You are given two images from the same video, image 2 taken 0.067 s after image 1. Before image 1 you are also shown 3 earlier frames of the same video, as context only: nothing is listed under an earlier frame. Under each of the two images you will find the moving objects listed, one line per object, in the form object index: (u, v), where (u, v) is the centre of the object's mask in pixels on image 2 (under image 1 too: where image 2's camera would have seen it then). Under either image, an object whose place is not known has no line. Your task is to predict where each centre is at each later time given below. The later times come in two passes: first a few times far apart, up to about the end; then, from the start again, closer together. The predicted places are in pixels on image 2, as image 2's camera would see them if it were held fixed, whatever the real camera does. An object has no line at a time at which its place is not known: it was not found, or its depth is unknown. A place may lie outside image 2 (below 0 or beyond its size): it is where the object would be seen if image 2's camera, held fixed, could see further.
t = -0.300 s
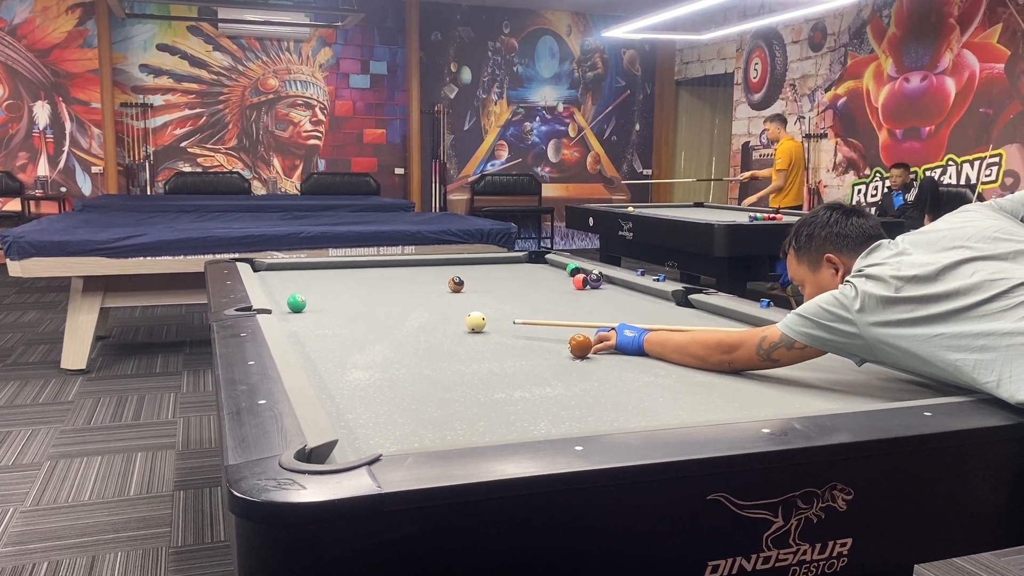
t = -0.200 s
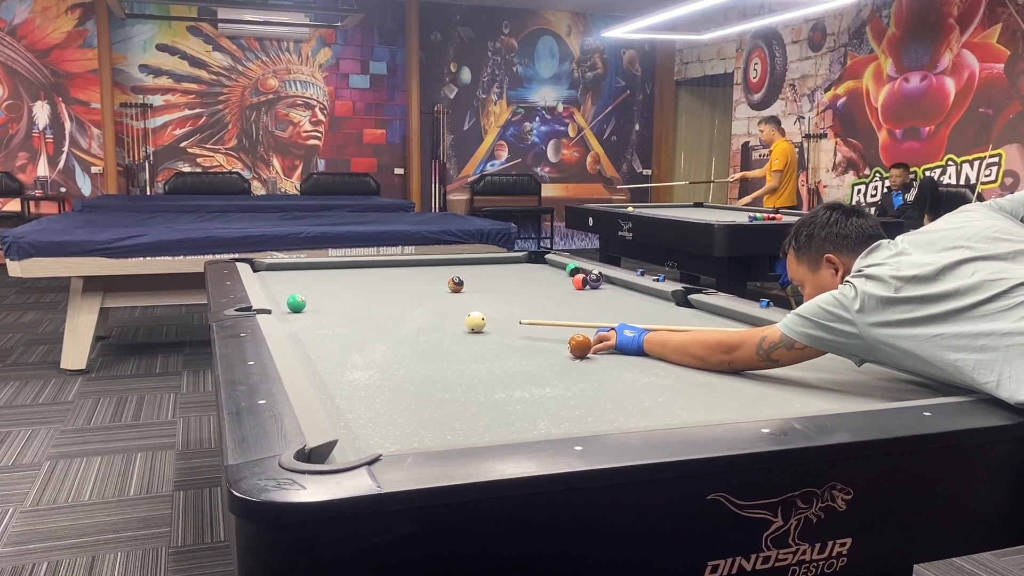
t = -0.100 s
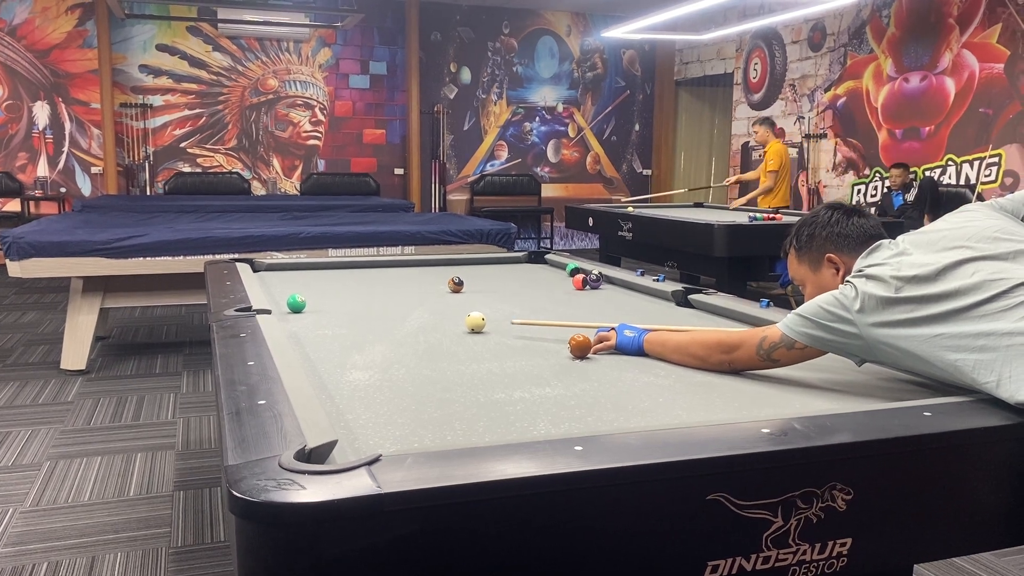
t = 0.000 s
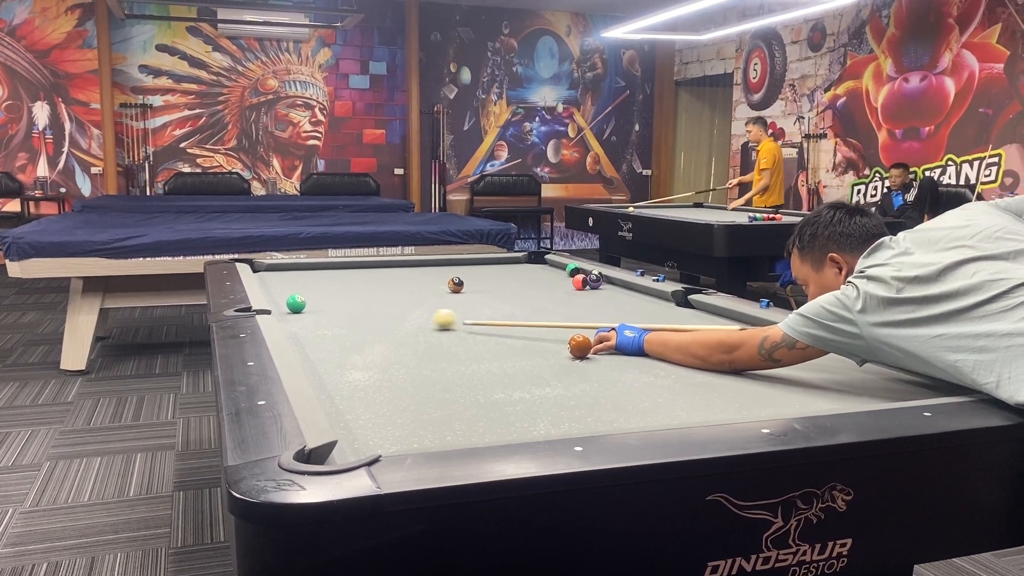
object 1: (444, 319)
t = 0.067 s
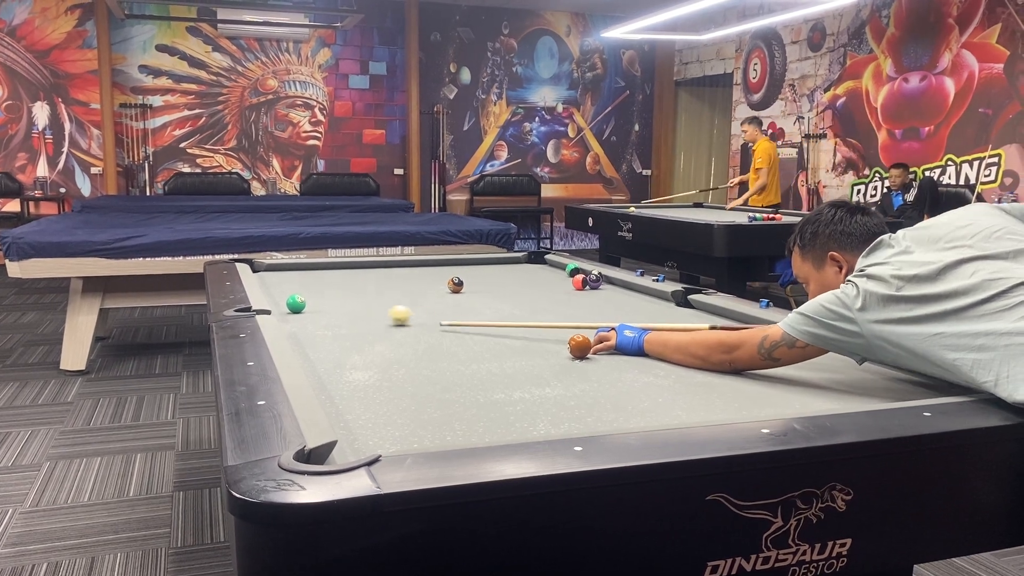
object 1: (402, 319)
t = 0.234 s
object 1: (311, 307)
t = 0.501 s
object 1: (315, 306)
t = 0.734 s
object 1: (357, 304)
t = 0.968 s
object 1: (396, 302)
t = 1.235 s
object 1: (436, 300)
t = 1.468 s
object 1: (468, 298)
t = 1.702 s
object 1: (498, 297)
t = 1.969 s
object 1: (529, 295)
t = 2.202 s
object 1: (555, 294)
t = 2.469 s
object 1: (582, 293)
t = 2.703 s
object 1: (603, 291)
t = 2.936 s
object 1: (623, 291)
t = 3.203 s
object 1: (642, 290)
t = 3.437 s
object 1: (632, 290)
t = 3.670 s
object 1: (622, 290)
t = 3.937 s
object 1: (613, 291)
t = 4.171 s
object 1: (607, 291)
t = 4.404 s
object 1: (602, 291)
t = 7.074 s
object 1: (596, 291)
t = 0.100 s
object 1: (380, 313)
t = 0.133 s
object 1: (361, 312)
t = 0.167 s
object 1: (344, 310)
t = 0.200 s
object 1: (327, 309)
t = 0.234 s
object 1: (311, 307)
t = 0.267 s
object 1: (296, 307)
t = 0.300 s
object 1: (284, 307)
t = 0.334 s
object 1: (281, 307)
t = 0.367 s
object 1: (289, 307)
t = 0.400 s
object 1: (296, 307)
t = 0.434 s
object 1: (303, 307)
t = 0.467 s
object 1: (309, 306)
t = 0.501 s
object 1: (315, 306)
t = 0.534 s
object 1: (322, 306)
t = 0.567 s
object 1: (328, 305)
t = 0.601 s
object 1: (333, 305)
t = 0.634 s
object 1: (340, 305)
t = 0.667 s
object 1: (346, 304)
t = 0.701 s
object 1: (351, 304)
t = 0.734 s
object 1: (357, 304)
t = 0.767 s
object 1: (363, 304)
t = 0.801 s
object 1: (368, 303)
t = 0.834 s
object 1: (374, 303)
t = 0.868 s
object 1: (380, 303)
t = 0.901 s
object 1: (385, 303)
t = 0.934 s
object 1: (391, 302)
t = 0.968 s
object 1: (396, 302)
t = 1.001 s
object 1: (401, 302)
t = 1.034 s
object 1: (406, 301)
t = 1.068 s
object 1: (411, 301)
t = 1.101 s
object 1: (416, 301)
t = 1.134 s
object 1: (421, 301)
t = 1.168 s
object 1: (426, 301)
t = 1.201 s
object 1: (431, 300)
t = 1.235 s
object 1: (436, 300)
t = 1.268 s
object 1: (440, 300)
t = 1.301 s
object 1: (445, 300)
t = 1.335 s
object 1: (450, 299)
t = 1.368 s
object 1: (454, 299)
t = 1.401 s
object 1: (459, 299)
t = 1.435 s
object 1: (464, 299)
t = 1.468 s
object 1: (468, 298)
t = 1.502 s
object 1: (473, 298)
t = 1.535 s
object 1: (477, 298)
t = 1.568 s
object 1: (481, 298)
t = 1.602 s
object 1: (486, 298)
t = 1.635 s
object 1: (490, 297)
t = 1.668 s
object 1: (494, 297)
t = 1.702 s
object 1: (498, 297)
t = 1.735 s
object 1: (502, 297)
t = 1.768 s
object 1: (506, 296)
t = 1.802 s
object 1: (510, 296)
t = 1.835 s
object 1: (514, 296)
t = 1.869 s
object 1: (518, 296)
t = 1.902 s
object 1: (522, 296)
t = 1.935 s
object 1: (526, 296)
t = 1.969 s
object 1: (529, 295)
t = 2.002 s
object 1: (534, 295)
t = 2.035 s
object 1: (537, 295)
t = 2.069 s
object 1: (541, 295)
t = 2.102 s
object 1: (544, 295)
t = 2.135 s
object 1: (548, 295)
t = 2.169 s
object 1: (552, 294)
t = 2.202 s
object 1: (555, 294)
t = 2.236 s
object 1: (558, 294)
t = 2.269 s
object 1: (562, 294)
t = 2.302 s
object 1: (565, 294)
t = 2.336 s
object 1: (569, 294)
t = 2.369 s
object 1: (572, 293)
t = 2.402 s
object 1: (576, 293)
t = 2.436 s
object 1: (578, 293)
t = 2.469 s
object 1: (582, 293)
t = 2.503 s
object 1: (585, 293)
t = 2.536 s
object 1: (588, 293)
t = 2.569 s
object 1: (591, 292)
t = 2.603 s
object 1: (595, 292)
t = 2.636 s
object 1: (598, 292)
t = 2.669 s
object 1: (601, 292)
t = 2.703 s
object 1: (603, 291)
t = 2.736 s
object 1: (606, 291)
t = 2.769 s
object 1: (609, 291)
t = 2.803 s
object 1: (612, 291)
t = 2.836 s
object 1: (615, 291)
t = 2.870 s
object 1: (618, 291)
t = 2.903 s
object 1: (621, 291)
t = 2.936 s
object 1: (623, 291)
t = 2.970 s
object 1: (626, 291)
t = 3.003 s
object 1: (629, 290)
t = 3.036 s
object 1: (631, 290)
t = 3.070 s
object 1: (634, 290)
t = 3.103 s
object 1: (636, 290)
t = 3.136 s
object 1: (639, 290)
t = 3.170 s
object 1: (641, 290)
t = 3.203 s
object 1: (642, 290)
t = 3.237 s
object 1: (640, 290)
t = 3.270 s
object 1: (639, 290)
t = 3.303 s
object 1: (638, 290)
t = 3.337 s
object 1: (636, 290)
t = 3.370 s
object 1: (635, 290)
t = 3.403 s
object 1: (633, 290)
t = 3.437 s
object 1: (632, 290)
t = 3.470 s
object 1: (631, 290)
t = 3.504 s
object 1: (629, 290)
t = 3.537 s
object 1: (628, 290)
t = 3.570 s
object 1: (627, 290)
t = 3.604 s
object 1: (625, 290)
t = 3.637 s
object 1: (624, 290)
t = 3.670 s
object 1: (622, 290)
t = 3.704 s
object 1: (621, 291)
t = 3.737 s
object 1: (620, 291)
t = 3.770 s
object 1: (619, 291)
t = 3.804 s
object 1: (618, 291)
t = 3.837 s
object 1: (617, 291)
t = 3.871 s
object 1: (616, 291)
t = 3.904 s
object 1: (614, 291)
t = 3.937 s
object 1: (613, 291)
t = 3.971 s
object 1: (613, 291)
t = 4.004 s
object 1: (612, 291)
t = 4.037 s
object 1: (611, 291)
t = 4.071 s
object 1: (610, 291)
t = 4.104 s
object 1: (609, 291)
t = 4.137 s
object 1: (608, 291)
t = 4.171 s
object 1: (607, 291)
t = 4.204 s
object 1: (607, 291)
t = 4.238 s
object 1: (606, 291)
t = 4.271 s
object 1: (605, 291)
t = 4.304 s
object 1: (604, 291)
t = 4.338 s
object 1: (604, 291)
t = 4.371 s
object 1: (603, 291)
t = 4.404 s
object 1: (602, 291)
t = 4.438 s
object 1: (602, 291)
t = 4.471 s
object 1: (601, 291)
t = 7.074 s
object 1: (596, 291)
